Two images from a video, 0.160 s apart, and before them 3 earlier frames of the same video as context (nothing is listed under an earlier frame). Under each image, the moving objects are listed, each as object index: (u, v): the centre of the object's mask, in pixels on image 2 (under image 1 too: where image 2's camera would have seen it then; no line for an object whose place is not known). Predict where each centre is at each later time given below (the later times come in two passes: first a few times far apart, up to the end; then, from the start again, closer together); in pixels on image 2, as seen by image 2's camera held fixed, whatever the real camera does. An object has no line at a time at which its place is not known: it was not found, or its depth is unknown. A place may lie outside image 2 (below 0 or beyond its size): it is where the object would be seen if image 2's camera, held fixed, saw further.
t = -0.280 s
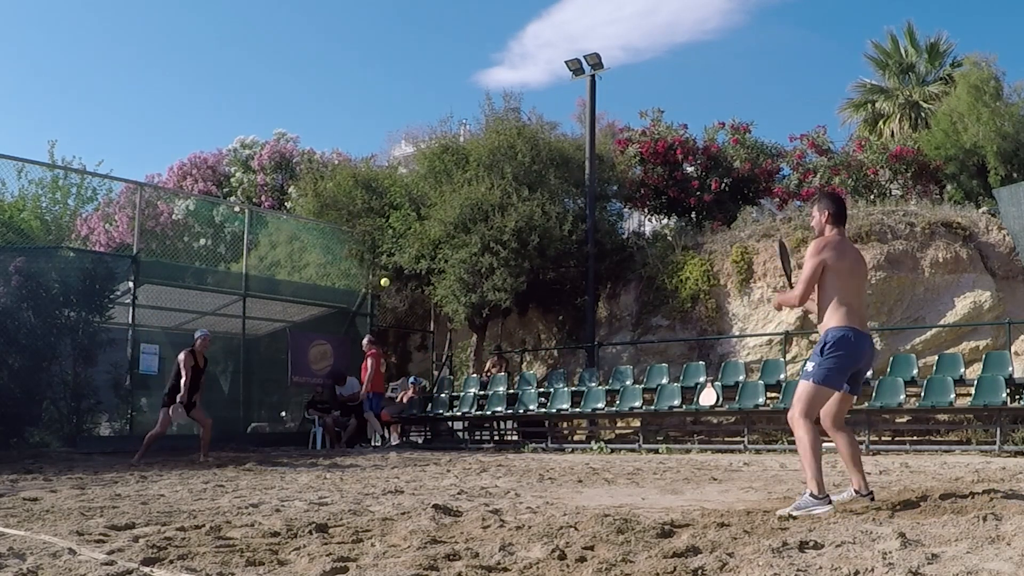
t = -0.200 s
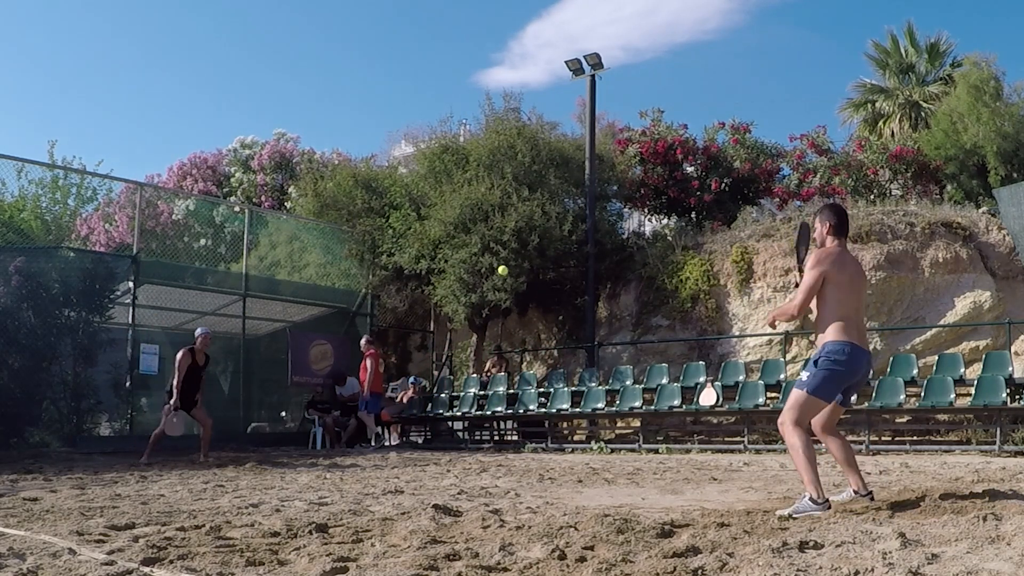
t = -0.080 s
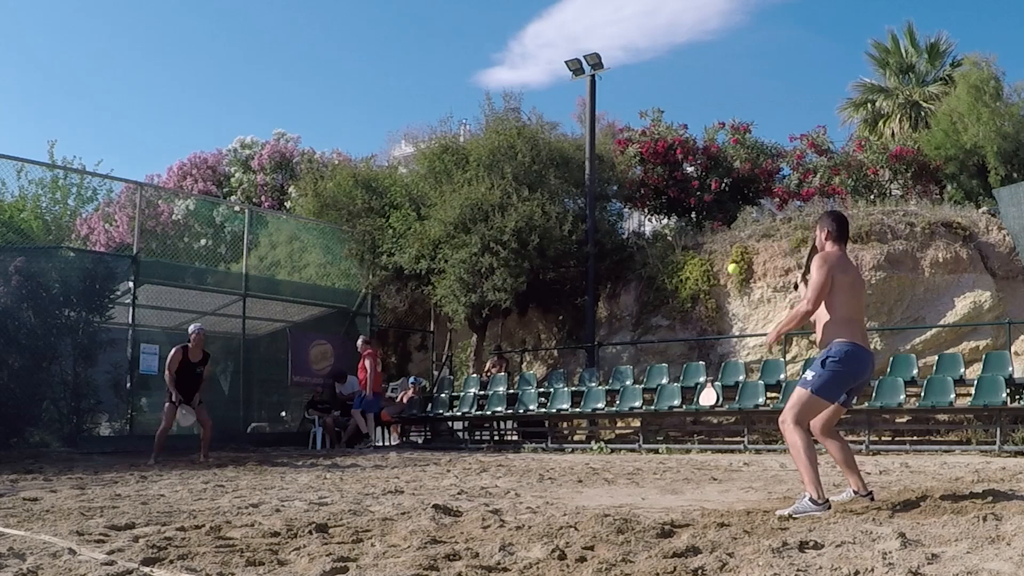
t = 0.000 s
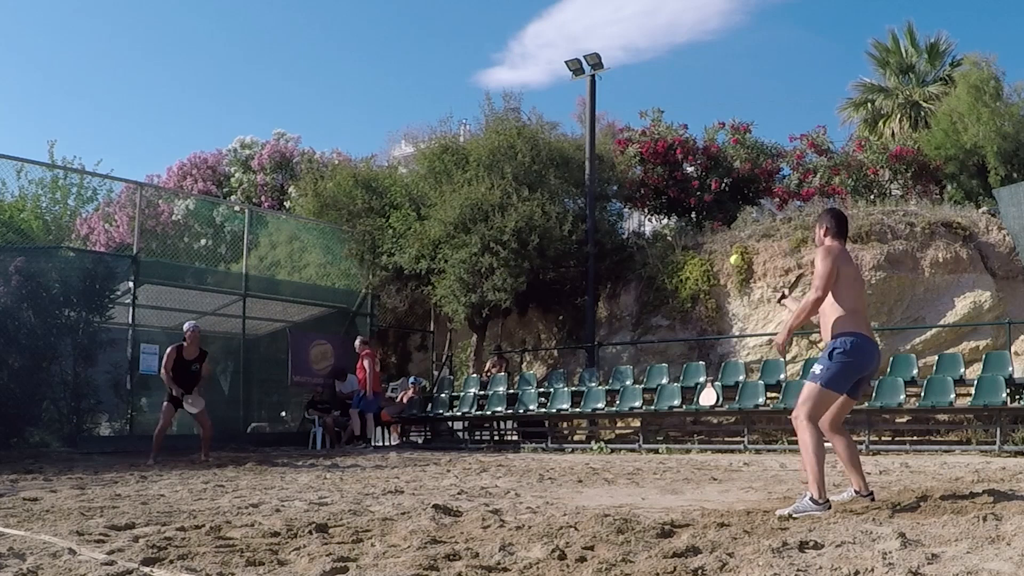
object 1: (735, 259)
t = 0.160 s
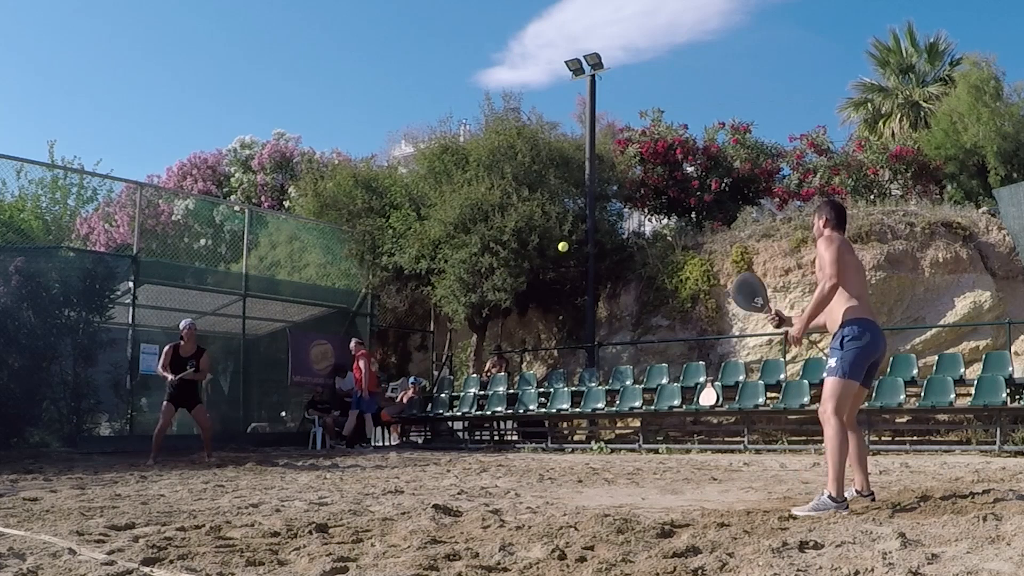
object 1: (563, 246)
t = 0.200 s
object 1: (527, 249)
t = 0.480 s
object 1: (341, 306)
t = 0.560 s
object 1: (302, 332)
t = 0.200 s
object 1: (527, 249)
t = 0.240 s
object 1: (495, 253)
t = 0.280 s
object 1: (464, 259)
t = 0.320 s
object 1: (435, 266)
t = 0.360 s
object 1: (410, 275)
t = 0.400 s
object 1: (385, 284)
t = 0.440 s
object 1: (362, 295)
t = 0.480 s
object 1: (341, 306)
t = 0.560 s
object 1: (302, 332)
